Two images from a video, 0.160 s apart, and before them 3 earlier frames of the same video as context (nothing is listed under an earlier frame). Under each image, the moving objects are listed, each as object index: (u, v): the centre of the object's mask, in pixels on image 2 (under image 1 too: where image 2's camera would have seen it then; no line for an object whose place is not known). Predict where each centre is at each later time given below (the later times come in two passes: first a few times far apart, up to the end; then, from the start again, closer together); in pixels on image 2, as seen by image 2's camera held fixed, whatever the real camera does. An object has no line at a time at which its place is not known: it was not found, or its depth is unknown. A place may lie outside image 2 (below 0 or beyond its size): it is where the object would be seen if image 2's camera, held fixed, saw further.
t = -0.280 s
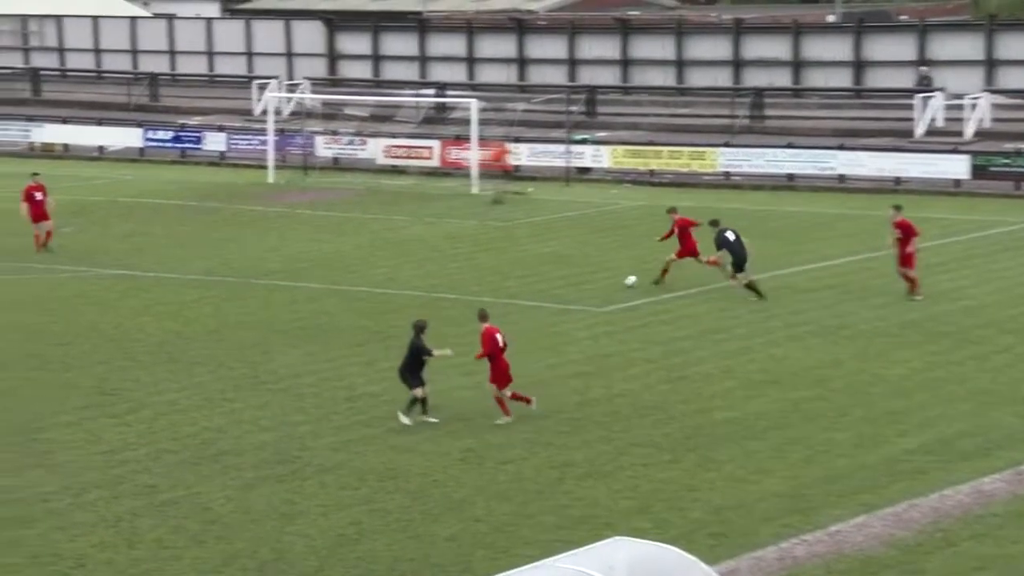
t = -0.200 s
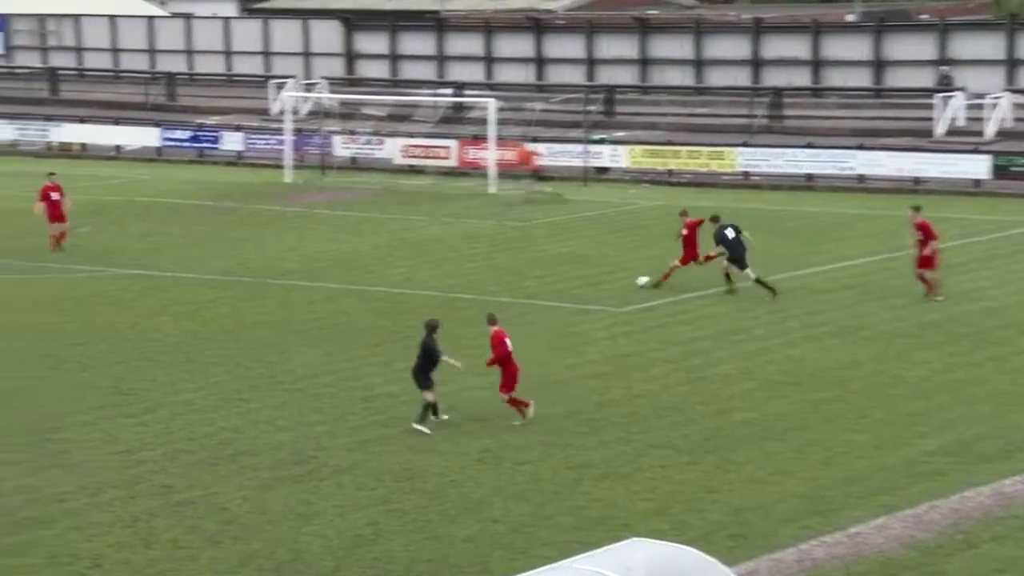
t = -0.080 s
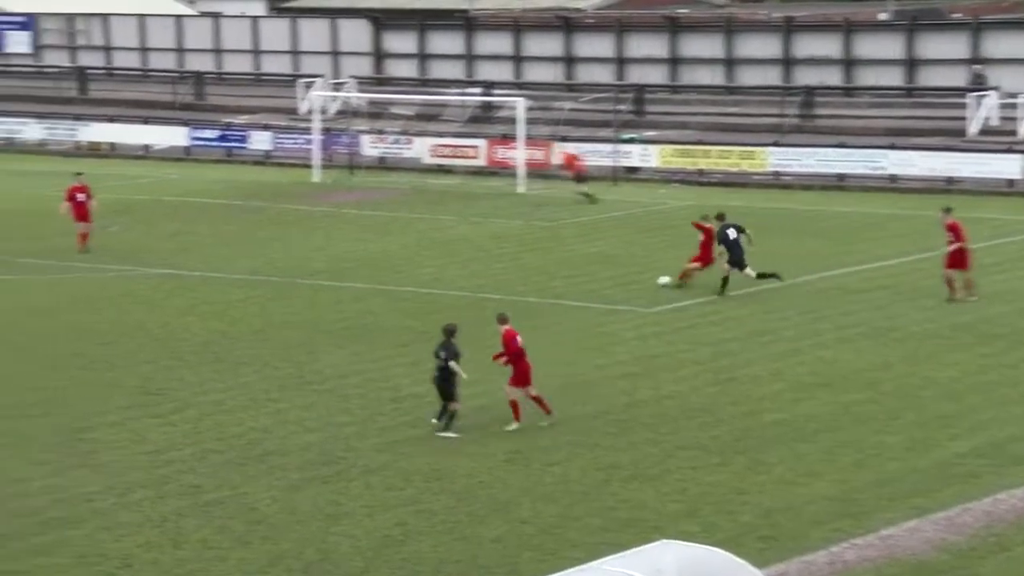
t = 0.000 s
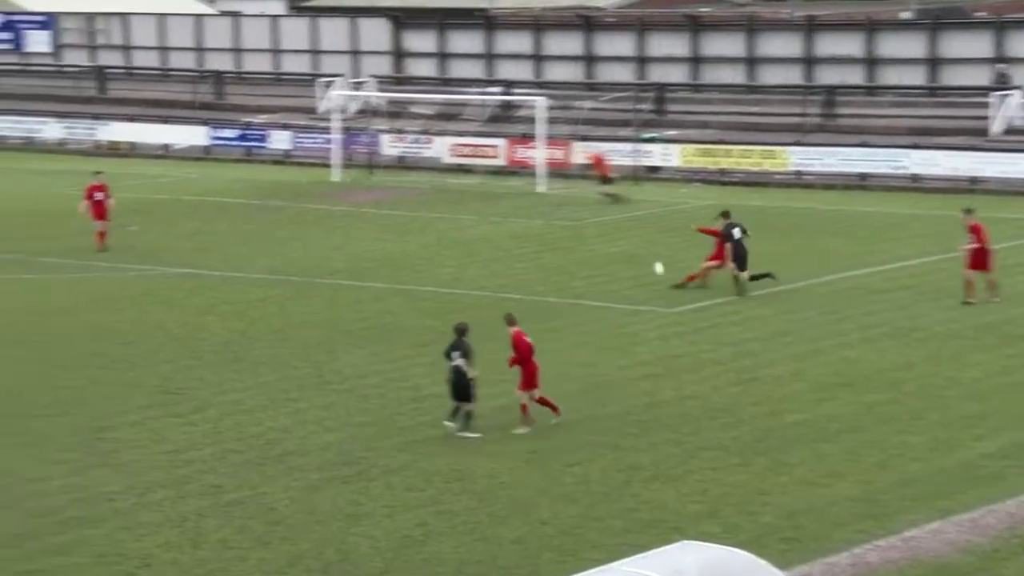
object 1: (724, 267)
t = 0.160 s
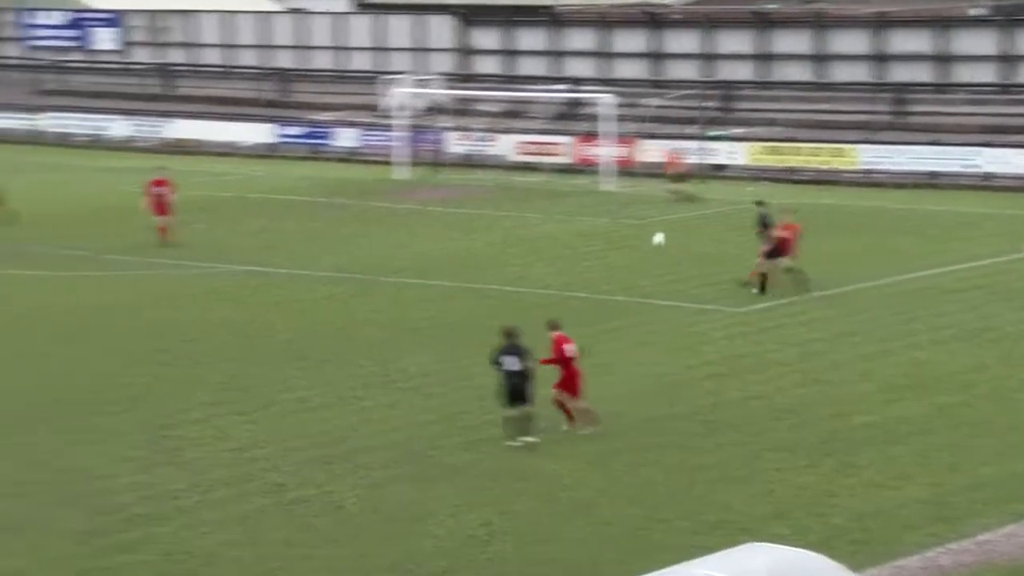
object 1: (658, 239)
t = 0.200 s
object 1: (641, 233)
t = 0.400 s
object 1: (554, 207)
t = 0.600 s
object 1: (460, 192)
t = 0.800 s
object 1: (358, 193)
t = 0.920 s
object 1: (289, 204)
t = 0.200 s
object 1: (641, 233)
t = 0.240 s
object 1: (624, 227)
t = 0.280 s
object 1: (607, 221)
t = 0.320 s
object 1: (590, 216)
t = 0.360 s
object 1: (572, 212)
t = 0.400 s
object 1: (554, 207)
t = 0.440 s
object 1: (537, 203)
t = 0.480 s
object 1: (518, 200)
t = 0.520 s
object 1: (499, 196)
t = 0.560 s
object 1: (479, 194)
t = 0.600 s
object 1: (460, 192)
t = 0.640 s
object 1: (440, 191)
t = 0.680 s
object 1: (421, 190)
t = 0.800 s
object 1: (358, 193)
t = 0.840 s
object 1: (335, 195)
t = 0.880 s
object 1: (312, 199)
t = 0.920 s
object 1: (289, 204)
